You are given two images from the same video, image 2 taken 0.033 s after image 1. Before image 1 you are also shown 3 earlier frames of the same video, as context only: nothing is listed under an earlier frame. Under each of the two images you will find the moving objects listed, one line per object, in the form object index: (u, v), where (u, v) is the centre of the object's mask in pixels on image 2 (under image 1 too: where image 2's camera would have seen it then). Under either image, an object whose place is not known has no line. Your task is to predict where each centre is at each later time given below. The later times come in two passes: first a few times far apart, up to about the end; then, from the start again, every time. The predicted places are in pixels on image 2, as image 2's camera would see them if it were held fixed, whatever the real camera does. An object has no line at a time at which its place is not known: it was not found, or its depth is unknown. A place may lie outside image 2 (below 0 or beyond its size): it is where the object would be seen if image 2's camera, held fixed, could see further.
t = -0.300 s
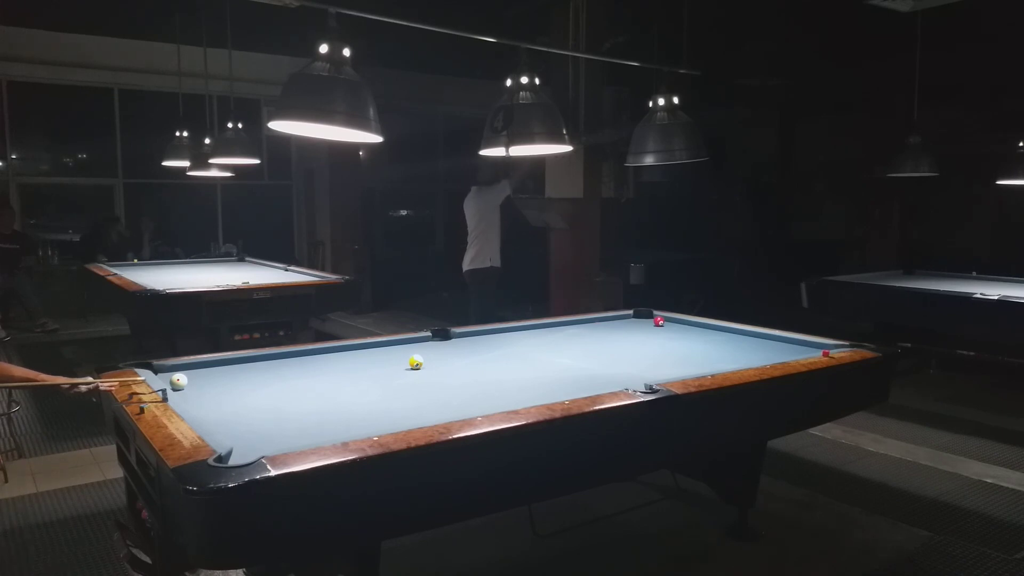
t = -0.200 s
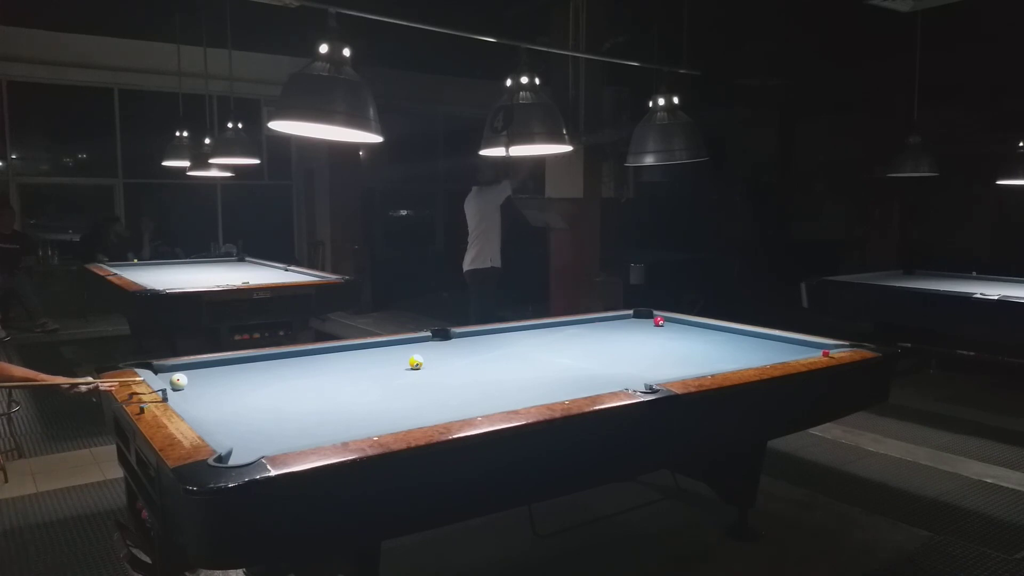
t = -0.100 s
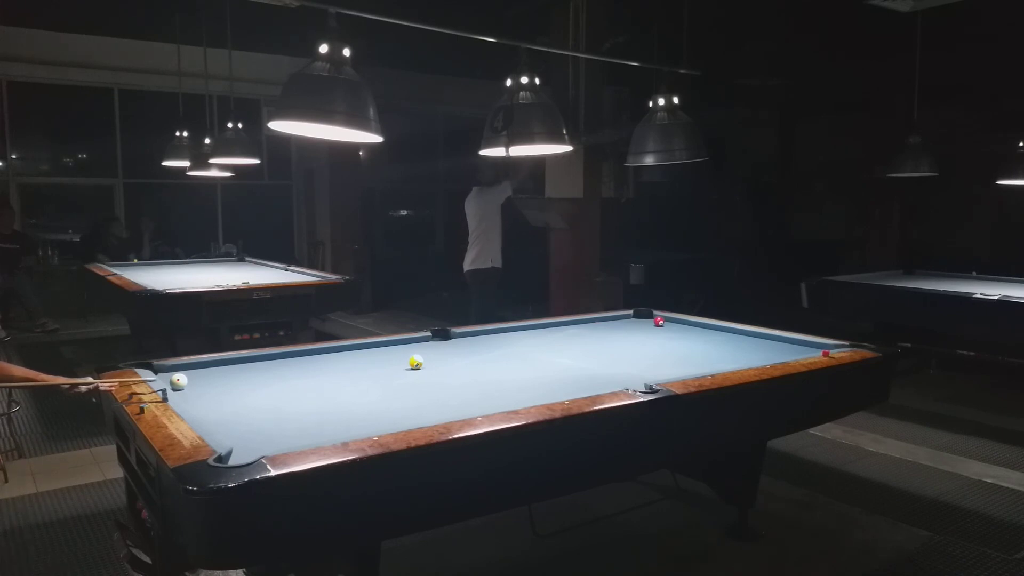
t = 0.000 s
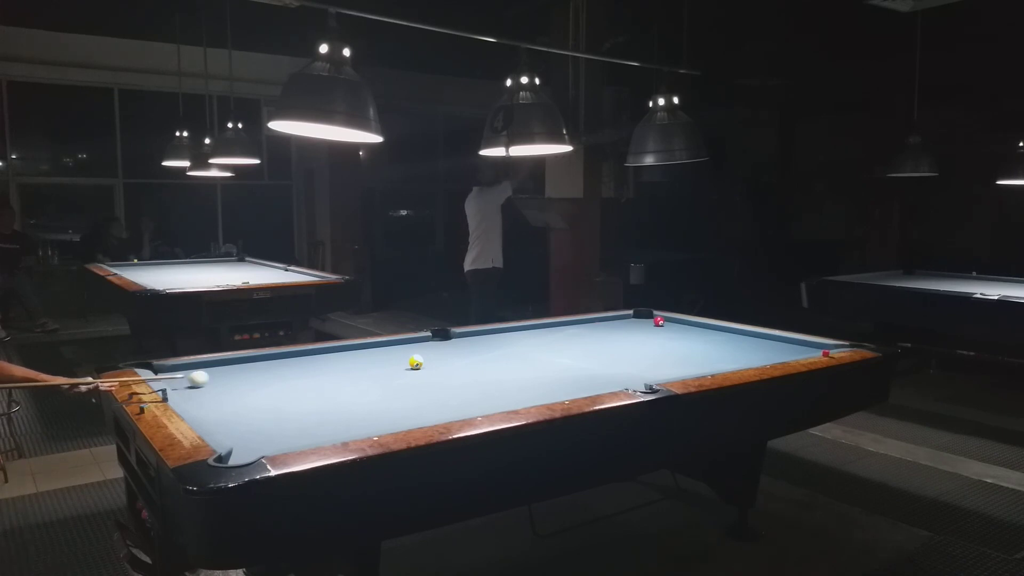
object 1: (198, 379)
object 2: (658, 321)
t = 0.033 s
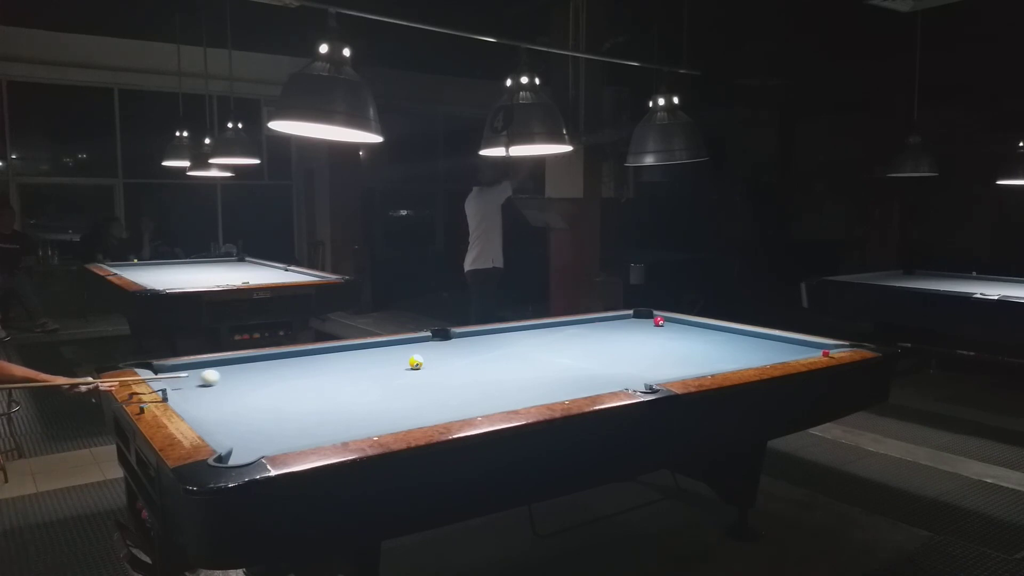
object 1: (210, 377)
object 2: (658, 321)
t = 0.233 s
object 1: (274, 369)
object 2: (658, 321)
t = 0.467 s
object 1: (341, 361)
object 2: (658, 321)
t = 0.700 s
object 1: (400, 354)
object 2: (658, 321)
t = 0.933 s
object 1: (453, 347)
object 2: (658, 321)
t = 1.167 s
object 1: (501, 341)
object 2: (658, 321)
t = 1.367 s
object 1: (537, 337)
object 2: (658, 321)
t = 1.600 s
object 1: (577, 332)
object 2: (658, 321)
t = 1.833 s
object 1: (614, 328)
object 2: (658, 321)
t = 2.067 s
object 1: (647, 324)
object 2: (658, 321)
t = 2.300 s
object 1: (680, 322)
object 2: (658, 319)
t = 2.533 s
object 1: (686, 324)
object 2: (657, 317)
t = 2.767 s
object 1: (681, 327)
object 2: (652, 316)
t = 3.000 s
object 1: (677, 329)
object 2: (645, 316)
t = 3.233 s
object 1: (673, 332)
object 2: (639, 315)
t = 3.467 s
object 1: (670, 335)
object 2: (635, 315)
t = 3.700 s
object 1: (666, 337)
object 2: (633, 315)
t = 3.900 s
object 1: (663, 339)
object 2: (633, 315)
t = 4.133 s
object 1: (659, 342)
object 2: (633, 315)
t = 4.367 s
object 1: (656, 343)
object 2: (633, 315)
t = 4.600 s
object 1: (652, 346)
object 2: (634, 315)
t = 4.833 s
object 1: (649, 348)
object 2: (633, 315)
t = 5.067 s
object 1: (646, 350)
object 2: (633, 315)
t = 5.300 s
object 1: (643, 352)
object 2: (633, 315)
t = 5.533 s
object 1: (641, 354)
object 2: (633, 315)
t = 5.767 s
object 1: (638, 355)
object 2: (633, 315)
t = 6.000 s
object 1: (636, 356)
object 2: (633, 315)
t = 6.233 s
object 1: (634, 358)
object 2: (633, 315)
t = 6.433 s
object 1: (633, 358)
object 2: (633, 315)
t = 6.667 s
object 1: (632, 359)
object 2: (633, 315)
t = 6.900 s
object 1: (631, 360)
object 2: (634, 315)
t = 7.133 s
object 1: (631, 360)
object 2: (633, 315)
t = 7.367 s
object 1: (631, 360)
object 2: (634, 315)
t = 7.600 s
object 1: (631, 360)
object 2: (633, 315)
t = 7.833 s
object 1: (631, 360)
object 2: (634, 315)
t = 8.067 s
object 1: (631, 360)
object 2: (634, 315)
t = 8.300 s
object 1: (631, 360)
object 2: (634, 315)
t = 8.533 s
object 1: (631, 360)
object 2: (634, 315)
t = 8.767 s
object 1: (631, 360)
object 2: (634, 315)
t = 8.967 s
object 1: (631, 360)
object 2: (634, 315)
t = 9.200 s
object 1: (631, 360)
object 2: (634, 315)
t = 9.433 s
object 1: (631, 359)
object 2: (634, 315)
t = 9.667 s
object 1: (631, 359)
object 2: (634, 315)
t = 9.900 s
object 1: (631, 359)
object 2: (634, 315)
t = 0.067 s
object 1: (221, 376)
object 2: (658, 321)
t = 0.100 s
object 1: (232, 375)
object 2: (658, 321)
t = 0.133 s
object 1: (243, 373)
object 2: (658, 321)
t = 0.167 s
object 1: (254, 372)
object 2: (658, 321)
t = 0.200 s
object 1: (264, 370)
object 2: (658, 321)
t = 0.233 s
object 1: (274, 369)
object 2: (658, 321)
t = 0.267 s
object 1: (284, 368)
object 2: (658, 321)
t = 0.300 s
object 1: (294, 367)
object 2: (658, 321)
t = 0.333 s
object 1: (304, 366)
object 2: (658, 321)
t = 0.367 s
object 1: (313, 365)
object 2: (658, 321)
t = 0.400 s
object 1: (323, 363)
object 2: (658, 321)
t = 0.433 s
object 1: (332, 362)
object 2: (658, 321)
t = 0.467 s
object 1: (341, 361)
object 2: (658, 321)
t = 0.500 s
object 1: (350, 360)
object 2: (658, 321)
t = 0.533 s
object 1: (358, 359)
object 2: (658, 321)
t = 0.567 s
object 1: (367, 358)
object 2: (658, 321)
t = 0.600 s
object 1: (376, 357)
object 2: (658, 321)
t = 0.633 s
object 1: (384, 356)
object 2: (658, 321)
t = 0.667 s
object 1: (392, 355)
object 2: (658, 321)
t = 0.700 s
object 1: (400, 354)
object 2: (658, 321)
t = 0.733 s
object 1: (407, 352)
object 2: (658, 321)
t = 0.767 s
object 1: (416, 350)
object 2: (658, 321)
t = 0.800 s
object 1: (424, 350)
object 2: (658, 321)
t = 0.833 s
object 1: (431, 350)
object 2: (658, 321)
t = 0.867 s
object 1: (438, 349)
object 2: (658, 321)
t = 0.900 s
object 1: (446, 348)
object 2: (658, 321)
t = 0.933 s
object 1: (453, 347)
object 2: (658, 321)
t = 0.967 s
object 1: (460, 346)
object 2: (658, 321)
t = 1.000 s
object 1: (467, 345)
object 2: (658, 321)
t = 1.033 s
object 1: (474, 345)
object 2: (658, 321)
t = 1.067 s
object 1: (481, 344)
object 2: (658, 321)
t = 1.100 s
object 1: (487, 343)
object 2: (658, 321)
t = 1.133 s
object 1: (494, 342)
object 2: (658, 321)
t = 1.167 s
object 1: (501, 341)
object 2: (658, 321)
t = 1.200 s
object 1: (507, 340)
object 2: (658, 321)
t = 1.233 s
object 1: (513, 340)
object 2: (658, 321)
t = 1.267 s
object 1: (519, 339)
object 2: (658, 321)
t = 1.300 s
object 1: (525, 338)
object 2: (658, 321)
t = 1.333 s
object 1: (531, 338)
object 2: (658, 321)
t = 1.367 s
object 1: (537, 337)
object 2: (658, 321)
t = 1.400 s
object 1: (543, 336)
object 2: (658, 321)
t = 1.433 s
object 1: (549, 335)
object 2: (658, 321)
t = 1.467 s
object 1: (555, 335)
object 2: (658, 321)
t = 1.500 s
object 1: (560, 334)
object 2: (658, 321)
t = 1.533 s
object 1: (566, 333)
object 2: (658, 321)
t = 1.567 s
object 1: (572, 333)
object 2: (658, 321)
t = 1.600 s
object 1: (577, 332)
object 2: (658, 321)
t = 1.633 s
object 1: (582, 331)
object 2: (658, 321)
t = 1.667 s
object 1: (588, 331)
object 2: (658, 321)
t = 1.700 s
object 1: (593, 330)
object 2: (658, 321)
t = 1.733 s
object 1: (598, 330)
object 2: (658, 321)
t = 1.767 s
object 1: (603, 329)
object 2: (658, 321)
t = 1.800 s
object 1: (609, 329)
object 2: (658, 321)
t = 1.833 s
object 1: (614, 328)
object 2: (658, 321)
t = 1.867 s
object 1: (619, 328)
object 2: (658, 321)
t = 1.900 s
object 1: (623, 327)
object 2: (658, 321)
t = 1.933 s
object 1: (628, 326)
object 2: (658, 321)
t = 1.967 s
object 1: (633, 326)
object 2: (658, 321)
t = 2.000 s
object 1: (638, 325)
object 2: (658, 321)
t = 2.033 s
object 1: (642, 325)
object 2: (658, 321)
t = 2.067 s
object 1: (647, 324)
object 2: (658, 321)
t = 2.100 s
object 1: (652, 324)
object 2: (660, 320)
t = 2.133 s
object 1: (656, 323)
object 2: (661, 319)
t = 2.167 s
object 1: (661, 323)
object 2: (655, 318)
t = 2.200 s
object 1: (666, 323)
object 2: (657, 320)
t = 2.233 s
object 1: (670, 323)
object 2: (658, 320)
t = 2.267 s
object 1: (675, 322)
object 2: (658, 320)
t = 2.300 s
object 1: (680, 322)
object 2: (658, 319)
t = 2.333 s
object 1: (684, 322)
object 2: (658, 319)
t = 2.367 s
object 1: (689, 322)
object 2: (657, 319)
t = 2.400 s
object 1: (688, 323)
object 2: (657, 319)
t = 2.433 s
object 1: (687, 323)
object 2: (657, 318)
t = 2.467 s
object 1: (687, 323)
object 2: (657, 318)
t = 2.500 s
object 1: (686, 324)
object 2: (657, 318)
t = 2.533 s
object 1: (686, 324)
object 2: (657, 317)
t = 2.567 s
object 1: (685, 324)
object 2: (656, 317)
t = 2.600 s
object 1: (684, 325)
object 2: (656, 317)
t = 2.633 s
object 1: (684, 325)
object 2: (656, 316)
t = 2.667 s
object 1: (683, 326)
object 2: (655, 316)
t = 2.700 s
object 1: (683, 326)
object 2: (654, 316)
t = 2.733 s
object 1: (682, 326)
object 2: (653, 316)
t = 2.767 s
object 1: (681, 327)
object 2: (652, 316)
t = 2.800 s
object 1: (681, 327)
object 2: (651, 316)
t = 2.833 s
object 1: (680, 328)
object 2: (650, 316)
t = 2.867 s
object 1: (680, 328)
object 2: (649, 316)
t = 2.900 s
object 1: (679, 328)
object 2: (648, 316)
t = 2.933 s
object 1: (678, 329)
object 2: (647, 316)
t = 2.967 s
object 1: (678, 329)
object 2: (646, 316)
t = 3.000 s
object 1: (677, 329)
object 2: (645, 316)
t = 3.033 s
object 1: (677, 330)
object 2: (645, 316)
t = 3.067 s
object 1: (676, 330)
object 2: (644, 316)
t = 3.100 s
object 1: (676, 331)
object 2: (643, 315)
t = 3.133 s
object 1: (675, 331)
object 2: (642, 316)
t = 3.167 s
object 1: (675, 331)
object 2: (641, 316)
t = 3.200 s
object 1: (674, 331)
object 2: (640, 316)
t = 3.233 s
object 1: (673, 332)
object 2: (639, 315)
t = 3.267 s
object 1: (673, 332)
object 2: (639, 315)
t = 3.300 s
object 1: (672, 333)
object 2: (638, 315)
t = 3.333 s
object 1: (672, 333)
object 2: (638, 315)
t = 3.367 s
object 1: (671, 333)
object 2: (637, 315)
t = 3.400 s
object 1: (671, 334)
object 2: (636, 315)
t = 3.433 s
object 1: (670, 334)
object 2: (636, 315)
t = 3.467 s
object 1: (670, 335)
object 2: (635, 315)
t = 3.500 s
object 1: (669, 335)
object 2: (634, 315)
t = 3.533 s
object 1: (669, 335)
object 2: (634, 315)
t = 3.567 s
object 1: (668, 336)
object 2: (633, 315)
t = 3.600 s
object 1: (667, 336)
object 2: (633, 315)
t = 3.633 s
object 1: (667, 336)
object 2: (633, 315)
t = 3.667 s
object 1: (666, 337)
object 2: (633, 315)
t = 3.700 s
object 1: (666, 337)
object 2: (633, 315)
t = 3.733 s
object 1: (665, 337)
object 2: (633, 315)
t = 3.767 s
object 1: (665, 338)
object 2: (633, 315)
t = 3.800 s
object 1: (664, 338)
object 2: (633, 315)
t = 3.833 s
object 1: (664, 339)
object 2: (633, 315)
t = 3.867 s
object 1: (663, 339)
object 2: (633, 315)
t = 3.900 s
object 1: (663, 339)
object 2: (633, 315)
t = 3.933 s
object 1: (662, 340)
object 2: (633, 315)
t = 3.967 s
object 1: (662, 340)
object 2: (633, 315)
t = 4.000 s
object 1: (661, 340)
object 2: (633, 315)
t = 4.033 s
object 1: (661, 340)
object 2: (633, 315)
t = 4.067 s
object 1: (660, 341)
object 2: (633, 315)
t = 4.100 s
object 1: (660, 341)
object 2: (633, 315)
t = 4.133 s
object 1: (659, 342)
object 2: (633, 315)
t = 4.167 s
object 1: (659, 342)
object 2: (633, 315)
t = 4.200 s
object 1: (658, 342)
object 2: (633, 315)
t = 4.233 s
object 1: (657, 342)
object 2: (633, 315)
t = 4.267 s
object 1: (657, 343)
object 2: (633, 315)
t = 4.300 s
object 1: (656, 343)
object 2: (633, 315)
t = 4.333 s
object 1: (656, 343)
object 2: (633, 315)
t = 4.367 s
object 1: (656, 343)
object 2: (633, 315)
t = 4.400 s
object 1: (655, 344)
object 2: (634, 315)
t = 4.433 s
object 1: (654, 344)
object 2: (633, 315)
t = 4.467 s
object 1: (654, 345)
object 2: (633, 315)
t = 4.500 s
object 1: (653, 345)
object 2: (633, 315)
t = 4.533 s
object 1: (653, 345)
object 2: (634, 315)
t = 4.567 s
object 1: (653, 346)
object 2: (634, 315)
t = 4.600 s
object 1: (652, 346)
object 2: (634, 315)
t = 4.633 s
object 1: (652, 346)
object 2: (633, 315)
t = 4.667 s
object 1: (651, 347)
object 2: (633, 315)
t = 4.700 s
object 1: (651, 347)
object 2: (634, 315)
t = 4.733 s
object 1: (650, 347)
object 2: (634, 315)
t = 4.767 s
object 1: (650, 347)
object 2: (633, 315)
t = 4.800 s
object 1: (649, 347)
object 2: (633, 315)
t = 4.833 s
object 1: (649, 348)
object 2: (633, 315)
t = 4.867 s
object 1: (649, 348)
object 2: (633, 315)
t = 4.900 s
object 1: (648, 348)
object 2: (633, 315)
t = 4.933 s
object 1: (648, 348)
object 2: (633, 315)
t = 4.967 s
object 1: (647, 349)
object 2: (633, 315)
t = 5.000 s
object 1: (647, 349)
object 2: (633, 315)
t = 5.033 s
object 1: (646, 350)
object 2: (633, 315)
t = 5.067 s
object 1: (646, 350)
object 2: (633, 315)
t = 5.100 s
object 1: (645, 350)
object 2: (633, 315)
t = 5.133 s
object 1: (645, 350)
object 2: (634, 315)
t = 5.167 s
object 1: (645, 351)
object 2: (633, 315)
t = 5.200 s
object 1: (644, 351)
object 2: (633, 315)
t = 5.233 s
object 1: (644, 351)
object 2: (633, 315)
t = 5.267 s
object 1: (644, 352)
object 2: (633, 315)
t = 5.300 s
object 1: (643, 352)
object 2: (633, 315)
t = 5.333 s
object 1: (643, 352)
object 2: (633, 315)
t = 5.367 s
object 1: (642, 352)
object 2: (633, 315)
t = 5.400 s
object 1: (642, 352)
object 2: (633, 315)
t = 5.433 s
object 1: (642, 353)
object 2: (633, 315)
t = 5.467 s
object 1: (641, 353)
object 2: (633, 315)
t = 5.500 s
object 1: (641, 353)
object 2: (633, 315)
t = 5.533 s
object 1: (641, 354)
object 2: (633, 315)
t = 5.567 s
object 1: (640, 354)
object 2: (633, 315)
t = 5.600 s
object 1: (640, 354)
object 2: (633, 315)
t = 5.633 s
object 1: (640, 354)
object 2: (633, 315)
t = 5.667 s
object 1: (639, 354)
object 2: (633, 315)
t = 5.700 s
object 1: (639, 355)
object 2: (633, 315)
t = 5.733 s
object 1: (639, 355)
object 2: (633, 315)
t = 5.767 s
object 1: (638, 355)
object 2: (633, 315)
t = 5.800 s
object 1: (638, 355)
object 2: (633, 315)
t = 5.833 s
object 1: (638, 355)
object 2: (633, 315)
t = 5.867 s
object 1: (637, 356)
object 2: (633, 315)
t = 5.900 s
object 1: (637, 356)
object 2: (633, 315)
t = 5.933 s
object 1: (637, 356)
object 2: (633, 315)
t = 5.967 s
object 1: (636, 356)
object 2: (633, 315)
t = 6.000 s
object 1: (636, 356)
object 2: (633, 315)
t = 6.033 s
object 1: (636, 357)
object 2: (633, 315)
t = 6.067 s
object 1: (636, 357)
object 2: (633, 315)
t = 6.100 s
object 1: (635, 357)
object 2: (633, 315)
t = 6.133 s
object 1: (635, 357)
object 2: (633, 315)
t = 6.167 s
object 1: (635, 357)
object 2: (633, 315)
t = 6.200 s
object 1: (635, 357)
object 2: (633, 315)
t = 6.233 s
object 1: (634, 358)
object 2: (633, 315)
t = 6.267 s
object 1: (634, 358)
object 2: (633, 315)
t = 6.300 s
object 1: (634, 358)
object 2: (633, 315)
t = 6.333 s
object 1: (634, 358)
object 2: (633, 315)
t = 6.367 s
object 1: (633, 358)
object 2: (633, 315)
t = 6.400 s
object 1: (633, 358)
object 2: (633, 315)
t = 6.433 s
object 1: (633, 358)
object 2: (633, 315)
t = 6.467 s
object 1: (633, 358)
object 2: (633, 315)
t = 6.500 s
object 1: (633, 358)
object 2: (633, 315)
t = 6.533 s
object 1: (632, 358)
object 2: (633, 315)
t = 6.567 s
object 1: (632, 359)
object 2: (633, 315)
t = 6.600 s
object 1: (632, 359)
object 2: (633, 315)
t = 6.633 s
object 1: (632, 359)
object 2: (633, 315)
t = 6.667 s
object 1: (632, 359)
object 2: (633, 315)
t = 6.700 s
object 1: (632, 359)
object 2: (634, 315)
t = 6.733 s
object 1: (632, 359)
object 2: (634, 315)
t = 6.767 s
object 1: (632, 359)
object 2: (634, 315)
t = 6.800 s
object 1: (631, 359)
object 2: (634, 315)
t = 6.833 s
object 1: (631, 360)
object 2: (634, 315)
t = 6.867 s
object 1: (631, 359)
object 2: (634, 315)
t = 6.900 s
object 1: (631, 360)
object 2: (634, 315)
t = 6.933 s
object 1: (631, 360)
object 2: (634, 315)
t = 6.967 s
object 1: (631, 360)
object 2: (634, 315)
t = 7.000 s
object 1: (631, 360)
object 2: (633, 315)
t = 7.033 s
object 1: (631, 360)
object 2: (633, 315)
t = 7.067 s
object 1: (631, 360)
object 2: (633, 315)
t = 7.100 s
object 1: (631, 360)
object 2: (633, 315)
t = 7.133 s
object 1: (631, 360)
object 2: (633, 315)
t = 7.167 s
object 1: (631, 360)
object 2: (633, 315)
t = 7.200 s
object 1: (631, 360)
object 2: (633, 315)
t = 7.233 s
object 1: (631, 360)
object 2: (633, 315)
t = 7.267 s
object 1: (631, 360)
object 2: (633, 315)
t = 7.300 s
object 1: (631, 360)
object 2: (633, 315)
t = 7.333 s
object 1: (631, 360)
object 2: (634, 315)
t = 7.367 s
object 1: (631, 360)
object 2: (634, 315)
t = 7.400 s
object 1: (631, 360)
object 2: (633, 315)
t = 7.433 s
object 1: (631, 360)
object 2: (633, 315)
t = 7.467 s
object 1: (631, 360)
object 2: (633, 315)
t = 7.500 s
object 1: (631, 360)
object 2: (634, 315)
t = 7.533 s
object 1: (631, 360)
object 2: (634, 315)
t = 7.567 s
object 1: (631, 360)
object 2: (634, 315)
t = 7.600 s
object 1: (631, 360)
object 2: (633, 315)
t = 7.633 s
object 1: (631, 360)
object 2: (634, 315)
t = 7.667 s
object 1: (631, 360)
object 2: (634, 315)
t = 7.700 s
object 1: (631, 360)
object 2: (634, 315)
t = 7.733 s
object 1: (631, 360)
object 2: (634, 315)
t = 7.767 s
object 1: (631, 360)
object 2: (634, 315)
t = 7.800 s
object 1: (631, 360)
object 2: (634, 315)
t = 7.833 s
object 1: (631, 360)
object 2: (634, 315)
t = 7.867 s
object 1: (631, 360)
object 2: (634, 315)
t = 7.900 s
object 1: (631, 360)
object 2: (634, 315)
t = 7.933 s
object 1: (631, 360)
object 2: (634, 315)
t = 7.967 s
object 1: (631, 360)
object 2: (634, 315)
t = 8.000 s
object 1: (631, 360)
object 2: (634, 315)
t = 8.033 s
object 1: (631, 360)
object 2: (634, 315)
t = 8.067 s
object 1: (631, 360)
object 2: (634, 315)
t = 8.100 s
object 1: (631, 360)
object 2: (634, 315)
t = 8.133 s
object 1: (631, 360)
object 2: (634, 315)
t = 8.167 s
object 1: (631, 360)
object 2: (634, 315)
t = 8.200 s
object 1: (631, 360)
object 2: (634, 315)
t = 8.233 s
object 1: (631, 360)
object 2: (634, 315)
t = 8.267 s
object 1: (631, 360)
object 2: (634, 315)
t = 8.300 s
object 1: (631, 360)
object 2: (634, 315)
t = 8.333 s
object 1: (631, 360)
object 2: (634, 315)
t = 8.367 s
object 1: (631, 360)
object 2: (634, 315)
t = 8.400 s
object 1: (631, 360)
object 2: (634, 315)
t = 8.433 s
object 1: (631, 360)
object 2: (634, 315)
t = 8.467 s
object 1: (631, 360)
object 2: (634, 315)
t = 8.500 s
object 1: (631, 360)
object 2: (634, 315)
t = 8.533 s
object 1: (631, 360)
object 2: (634, 315)
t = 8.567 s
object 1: (631, 360)
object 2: (634, 315)
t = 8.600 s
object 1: (631, 360)
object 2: (634, 315)
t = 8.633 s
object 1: (631, 360)
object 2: (634, 315)
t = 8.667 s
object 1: (631, 360)
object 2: (634, 315)
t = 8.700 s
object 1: (631, 360)
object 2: (634, 315)
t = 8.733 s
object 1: (631, 360)
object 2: (634, 315)
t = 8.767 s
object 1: (631, 360)
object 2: (634, 315)
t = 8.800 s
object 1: (631, 360)
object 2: (634, 315)
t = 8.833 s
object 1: (631, 360)
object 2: (634, 315)
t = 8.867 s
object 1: (631, 360)
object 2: (634, 315)
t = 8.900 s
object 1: (631, 360)
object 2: (634, 315)
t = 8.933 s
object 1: (631, 360)
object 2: (634, 315)
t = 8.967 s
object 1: (631, 360)
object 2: (634, 315)
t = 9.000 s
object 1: (631, 360)
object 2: (634, 315)
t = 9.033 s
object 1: (631, 360)
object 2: (634, 315)
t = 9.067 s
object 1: (631, 360)
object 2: (634, 315)
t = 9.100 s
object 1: (631, 360)
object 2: (634, 315)
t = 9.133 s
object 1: (631, 360)
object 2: (634, 315)
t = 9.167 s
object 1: (631, 360)
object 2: (634, 315)
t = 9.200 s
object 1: (631, 360)
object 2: (634, 315)
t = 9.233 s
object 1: (631, 360)
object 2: (634, 315)
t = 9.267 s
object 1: (631, 359)
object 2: (634, 315)
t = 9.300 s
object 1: (631, 359)
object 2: (634, 315)
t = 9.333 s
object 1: (631, 359)
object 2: (634, 315)
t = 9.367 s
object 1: (631, 359)
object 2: (634, 315)
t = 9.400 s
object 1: (631, 359)
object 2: (634, 315)
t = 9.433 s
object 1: (631, 359)
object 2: (634, 315)
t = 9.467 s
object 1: (631, 359)
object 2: (634, 315)
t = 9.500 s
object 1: (631, 359)
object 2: (634, 315)
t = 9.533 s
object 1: (631, 359)
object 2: (634, 315)
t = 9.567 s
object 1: (631, 359)
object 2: (634, 315)
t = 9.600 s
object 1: (631, 359)
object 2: (634, 315)
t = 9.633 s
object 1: (630, 359)
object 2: (634, 315)
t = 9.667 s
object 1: (631, 359)
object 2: (634, 315)
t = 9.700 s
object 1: (631, 359)
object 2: (634, 315)
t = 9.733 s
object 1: (631, 359)
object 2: (634, 315)
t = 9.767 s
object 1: (630, 359)
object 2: (634, 315)
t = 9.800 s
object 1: (630, 359)
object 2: (634, 315)
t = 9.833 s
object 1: (630, 359)
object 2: (634, 315)
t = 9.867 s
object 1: (631, 359)
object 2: (634, 315)
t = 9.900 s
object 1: (631, 359)
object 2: (634, 315)
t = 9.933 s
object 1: (631, 359)
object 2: (634, 315)
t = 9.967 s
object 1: (631, 359)
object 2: (634, 315)
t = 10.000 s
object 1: (631, 359)
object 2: (634, 315)
